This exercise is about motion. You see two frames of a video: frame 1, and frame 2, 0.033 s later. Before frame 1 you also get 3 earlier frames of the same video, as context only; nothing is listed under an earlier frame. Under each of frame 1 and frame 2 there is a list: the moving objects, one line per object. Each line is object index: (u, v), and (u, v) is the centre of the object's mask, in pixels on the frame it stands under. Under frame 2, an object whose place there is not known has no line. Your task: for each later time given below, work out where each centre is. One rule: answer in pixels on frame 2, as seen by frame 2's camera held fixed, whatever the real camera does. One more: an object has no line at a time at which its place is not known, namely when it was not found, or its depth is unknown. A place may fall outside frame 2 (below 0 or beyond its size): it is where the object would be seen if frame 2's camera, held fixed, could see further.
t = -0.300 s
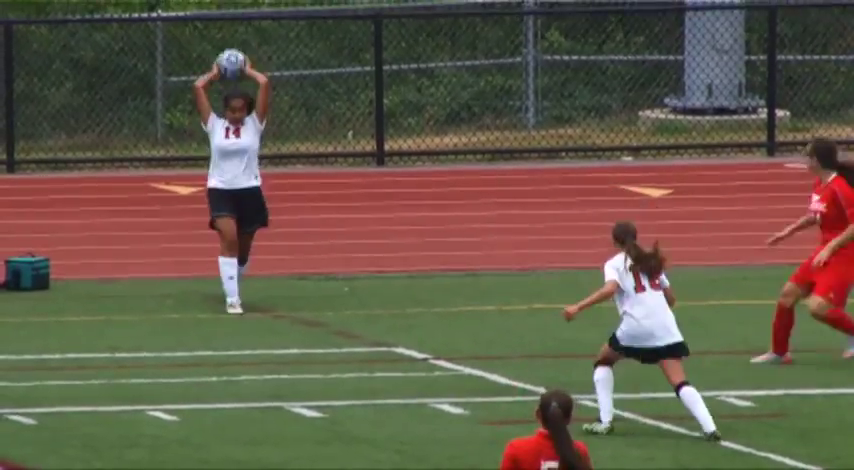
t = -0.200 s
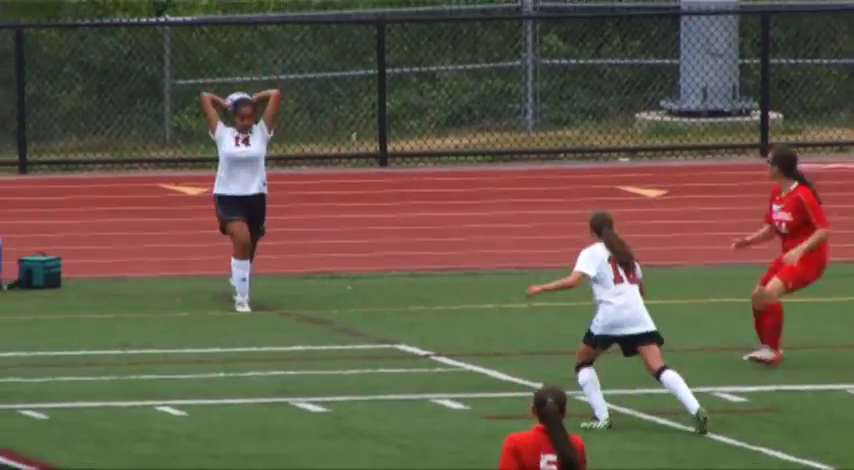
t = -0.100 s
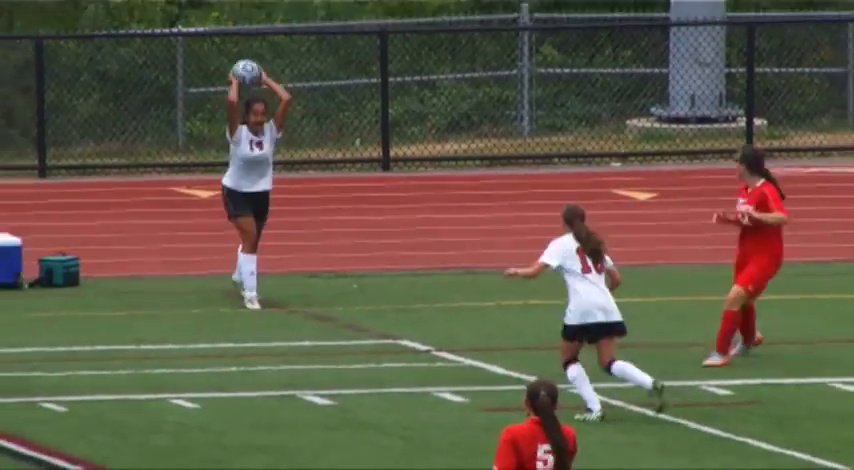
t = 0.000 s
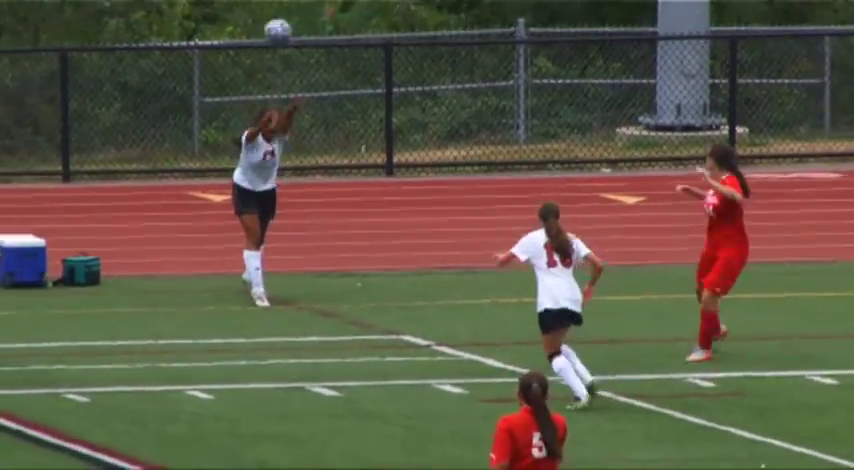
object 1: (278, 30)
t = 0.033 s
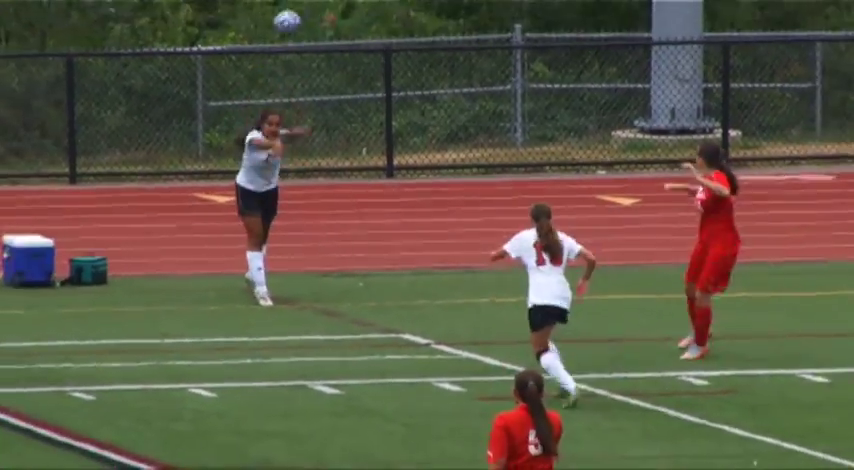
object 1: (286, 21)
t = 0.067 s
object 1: (297, 12)
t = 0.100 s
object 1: (302, 7)
